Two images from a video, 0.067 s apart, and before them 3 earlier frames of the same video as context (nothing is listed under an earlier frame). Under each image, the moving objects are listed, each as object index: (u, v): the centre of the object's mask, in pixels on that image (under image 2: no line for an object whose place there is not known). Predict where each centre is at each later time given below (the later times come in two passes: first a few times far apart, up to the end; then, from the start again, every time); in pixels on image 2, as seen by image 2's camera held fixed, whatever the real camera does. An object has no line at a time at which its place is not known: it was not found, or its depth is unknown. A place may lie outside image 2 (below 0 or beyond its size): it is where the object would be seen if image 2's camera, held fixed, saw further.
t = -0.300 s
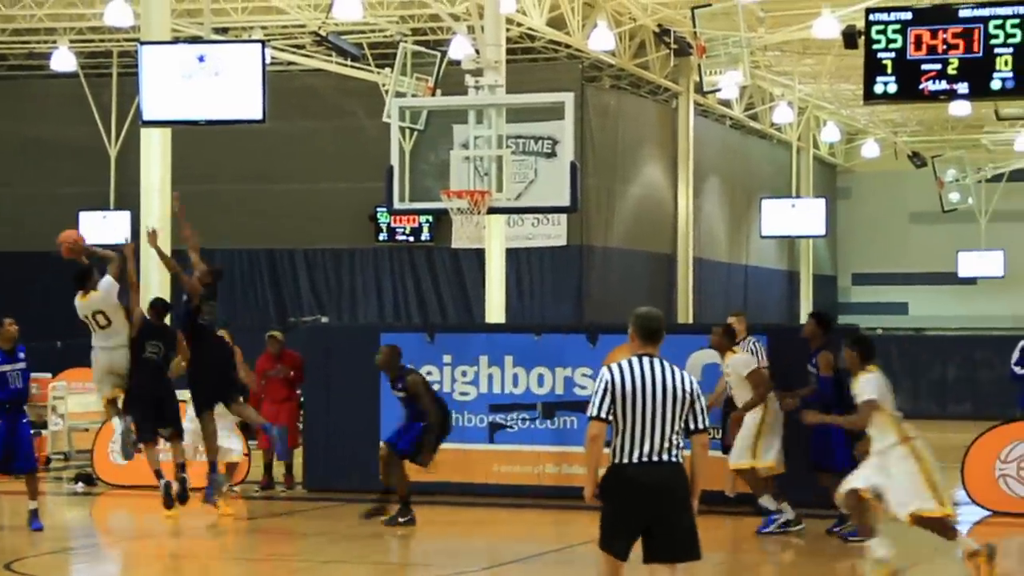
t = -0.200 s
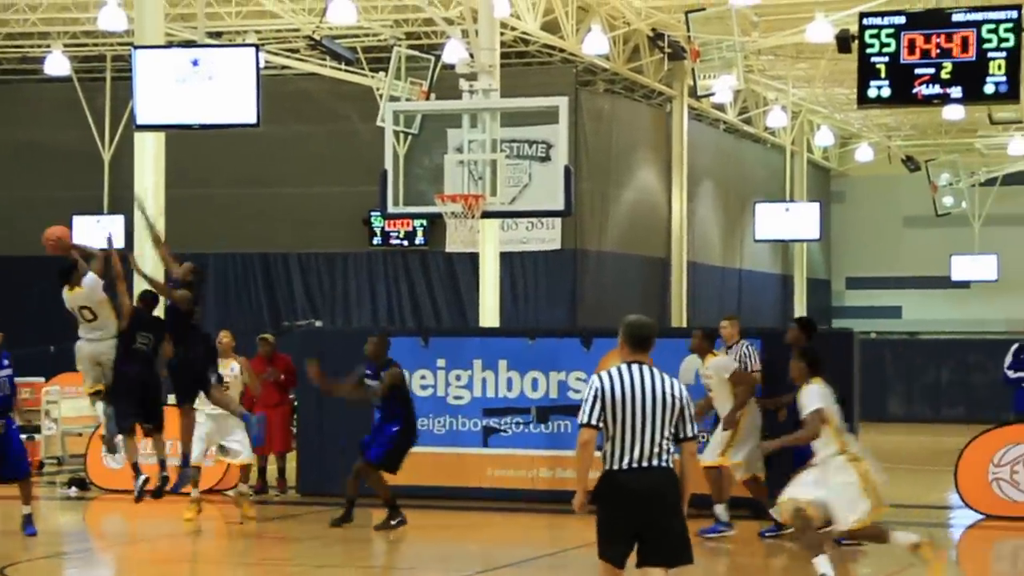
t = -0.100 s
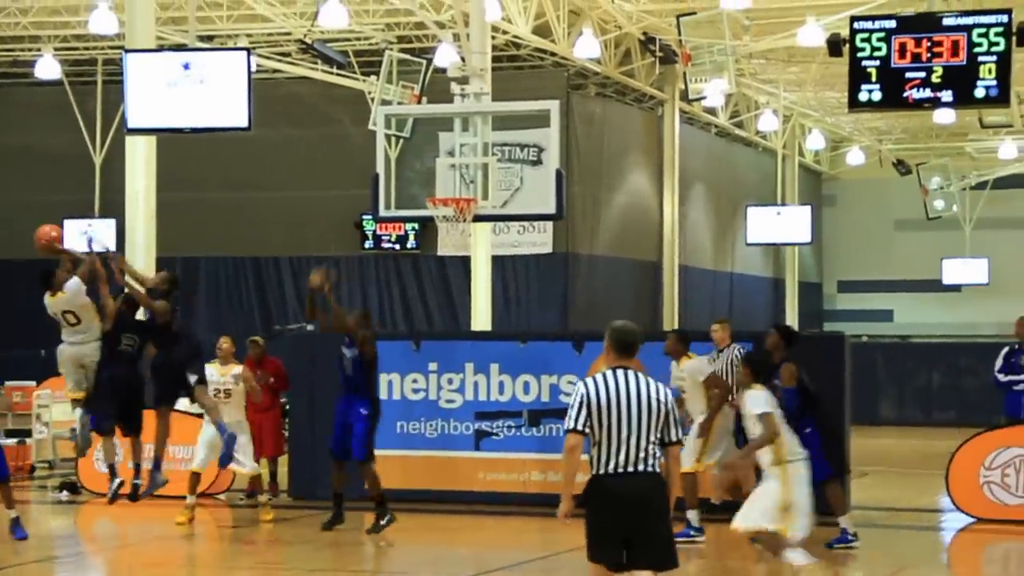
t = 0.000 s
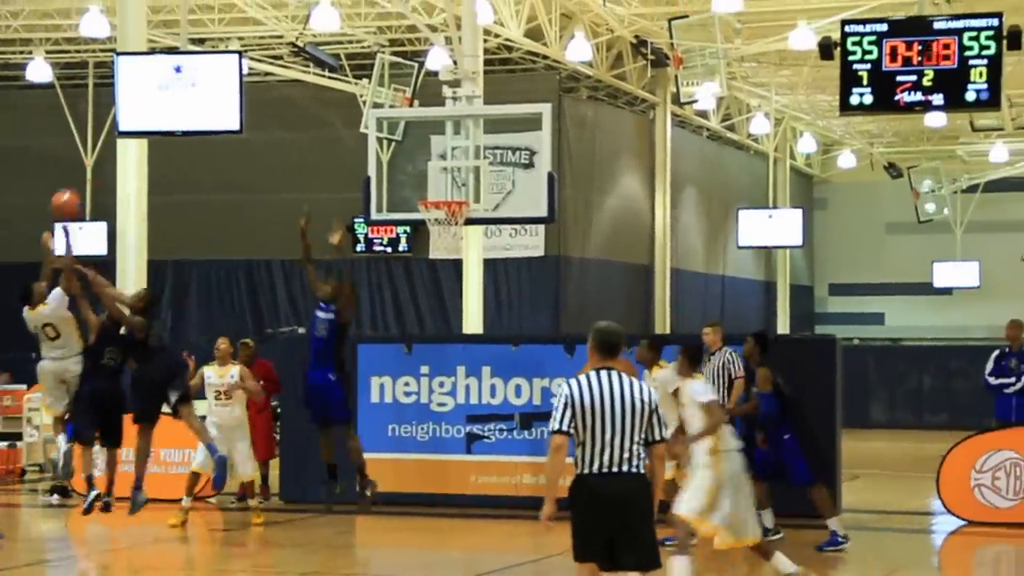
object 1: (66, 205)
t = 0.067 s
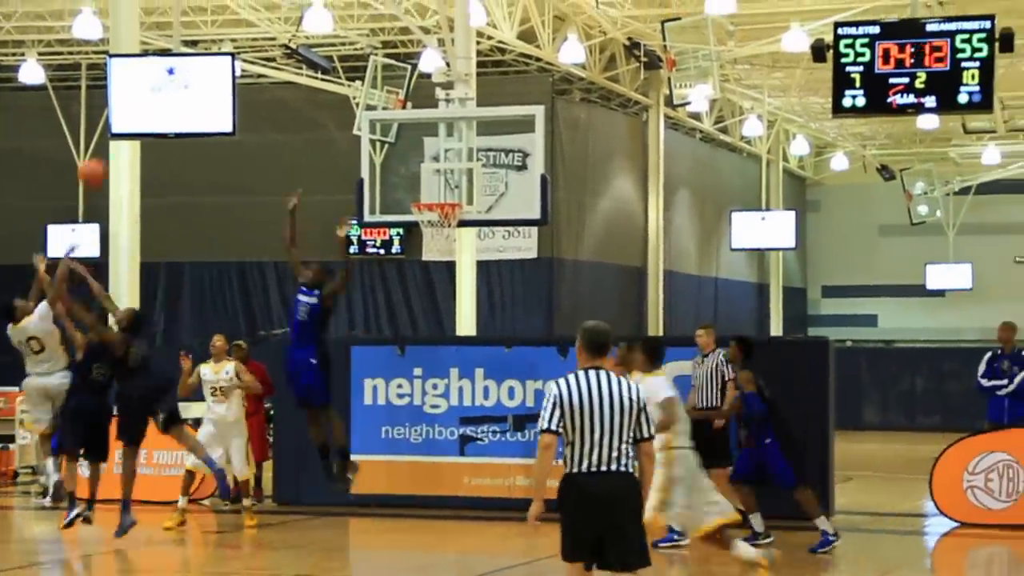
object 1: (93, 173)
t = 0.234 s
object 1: (176, 113)
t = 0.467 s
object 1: (288, 80)
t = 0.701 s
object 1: (395, 108)
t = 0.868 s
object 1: (470, 163)
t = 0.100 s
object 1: (106, 159)
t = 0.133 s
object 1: (127, 145)
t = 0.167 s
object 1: (143, 134)
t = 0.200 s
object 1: (160, 124)
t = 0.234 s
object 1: (176, 113)
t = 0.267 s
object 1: (192, 105)
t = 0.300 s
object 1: (208, 97)
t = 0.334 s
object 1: (226, 92)
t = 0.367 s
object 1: (242, 87)
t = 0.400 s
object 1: (257, 84)
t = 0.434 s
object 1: (272, 81)
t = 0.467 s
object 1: (288, 80)
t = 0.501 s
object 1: (303, 81)
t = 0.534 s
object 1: (320, 81)
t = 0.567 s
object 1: (335, 85)
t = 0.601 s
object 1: (349, 87)
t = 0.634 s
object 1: (364, 93)
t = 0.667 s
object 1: (380, 101)
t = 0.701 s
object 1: (395, 108)
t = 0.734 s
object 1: (409, 115)
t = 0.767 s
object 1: (425, 127)
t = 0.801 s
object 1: (440, 137)
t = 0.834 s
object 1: (455, 150)
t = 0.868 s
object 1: (470, 163)
